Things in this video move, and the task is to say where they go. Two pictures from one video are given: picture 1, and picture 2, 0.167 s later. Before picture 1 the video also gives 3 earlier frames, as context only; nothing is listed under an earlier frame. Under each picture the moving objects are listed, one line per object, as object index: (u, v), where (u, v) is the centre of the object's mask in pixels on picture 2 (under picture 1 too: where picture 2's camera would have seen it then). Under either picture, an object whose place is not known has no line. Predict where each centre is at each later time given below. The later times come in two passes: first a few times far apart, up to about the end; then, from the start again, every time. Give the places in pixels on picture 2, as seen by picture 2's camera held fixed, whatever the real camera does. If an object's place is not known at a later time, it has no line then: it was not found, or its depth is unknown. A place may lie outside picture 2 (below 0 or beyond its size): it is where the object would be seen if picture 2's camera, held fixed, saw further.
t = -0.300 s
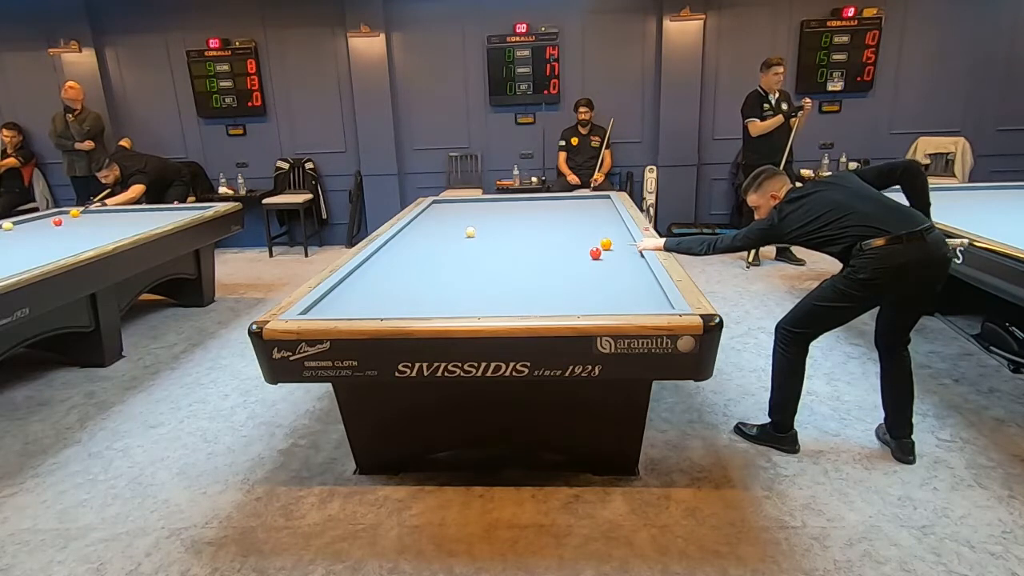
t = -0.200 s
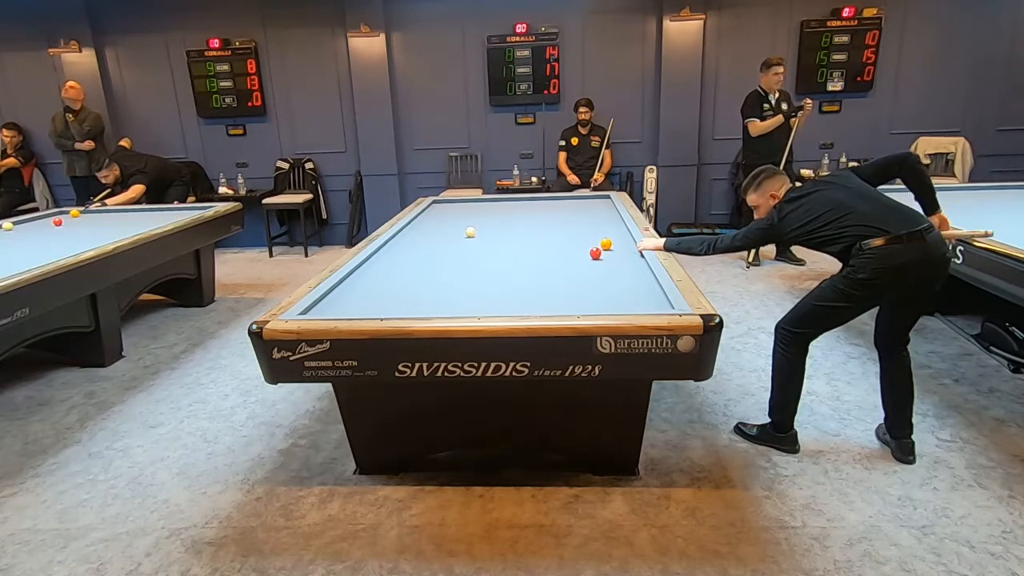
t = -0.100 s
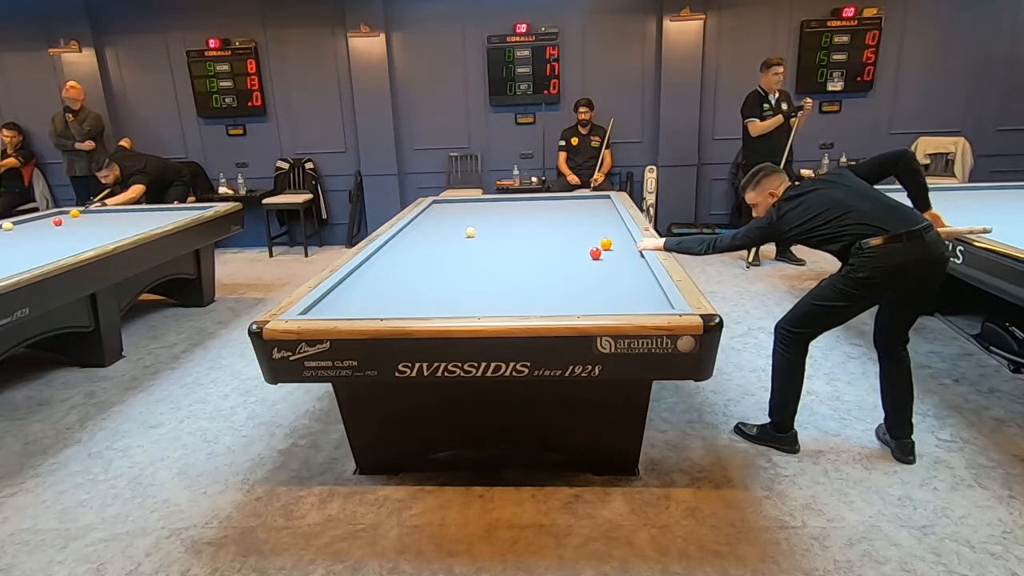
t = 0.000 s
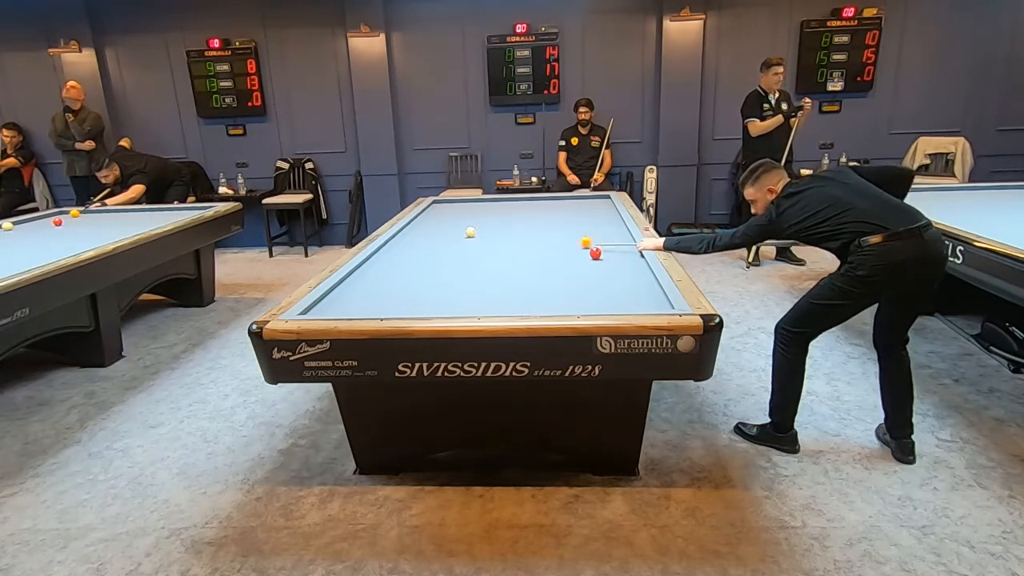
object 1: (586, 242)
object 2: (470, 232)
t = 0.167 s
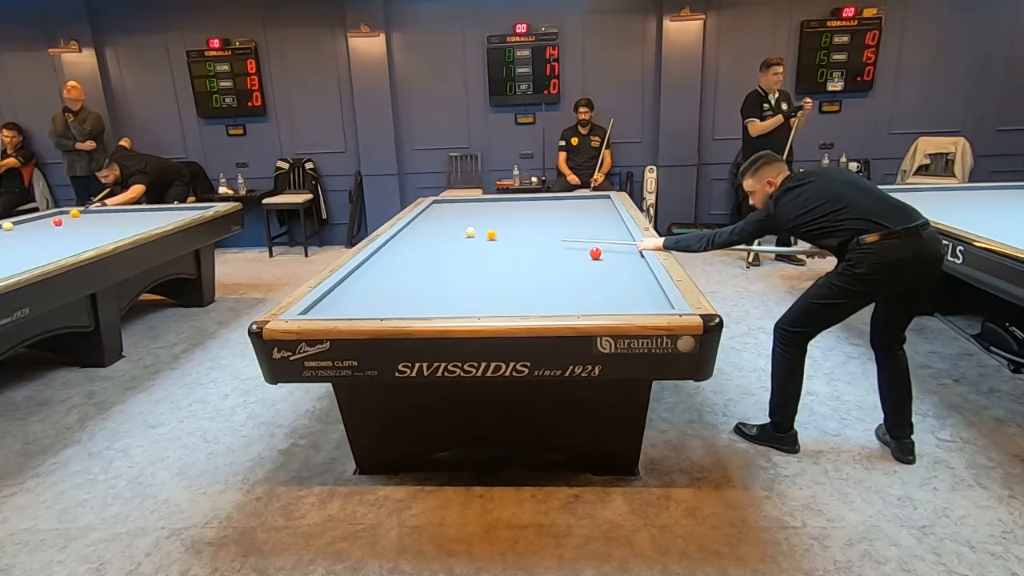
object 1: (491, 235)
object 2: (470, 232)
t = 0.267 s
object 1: (463, 236)
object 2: (451, 227)
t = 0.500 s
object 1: (417, 242)
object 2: (432, 215)
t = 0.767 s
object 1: (392, 250)
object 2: (481, 206)
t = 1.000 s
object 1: (408, 259)
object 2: (514, 200)
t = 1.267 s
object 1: (424, 269)
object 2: (549, 200)
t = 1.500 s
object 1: (440, 280)
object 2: (582, 201)
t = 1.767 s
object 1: (461, 294)
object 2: (603, 205)
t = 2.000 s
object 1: (482, 306)
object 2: (584, 210)
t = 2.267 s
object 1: (523, 304)
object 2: (562, 216)
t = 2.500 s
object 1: (561, 297)
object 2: (542, 221)
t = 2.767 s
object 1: (601, 289)
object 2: (519, 227)
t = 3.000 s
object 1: (633, 282)
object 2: (496, 233)
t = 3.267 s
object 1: (636, 275)
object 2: (468, 240)
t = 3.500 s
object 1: (617, 269)
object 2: (443, 247)
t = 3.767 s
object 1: (598, 262)
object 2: (411, 255)
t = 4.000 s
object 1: (582, 257)
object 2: (382, 263)
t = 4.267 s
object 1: (566, 252)
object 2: (362, 271)
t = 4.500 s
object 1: (554, 248)
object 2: (367, 277)
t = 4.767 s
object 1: (540, 243)
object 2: (372, 284)
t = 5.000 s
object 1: (530, 240)
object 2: (377, 290)
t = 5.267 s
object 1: (518, 237)
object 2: (383, 298)
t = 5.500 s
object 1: (509, 234)
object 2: (389, 305)
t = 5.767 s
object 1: (500, 231)
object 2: (395, 310)
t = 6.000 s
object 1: (492, 228)
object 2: (406, 308)
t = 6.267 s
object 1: (484, 226)
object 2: (417, 305)
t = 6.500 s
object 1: (477, 224)
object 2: (426, 301)
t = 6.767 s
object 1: (470, 221)
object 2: (434, 297)
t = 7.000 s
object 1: (464, 219)
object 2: (442, 294)
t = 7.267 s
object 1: (458, 217)
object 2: (449, 291)
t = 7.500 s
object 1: (453, 216)
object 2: (455, 289)
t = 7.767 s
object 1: (447, 214)
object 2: (461, 286)
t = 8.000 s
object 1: (443, 213)
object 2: (466, 284)
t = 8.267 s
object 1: (438, 211)
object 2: (471, 282)
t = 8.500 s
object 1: (435, 210)
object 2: (475, 280)
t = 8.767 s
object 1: (431, 209)
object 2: (479, 278)
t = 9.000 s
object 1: (428, 208)
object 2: (482, 277)
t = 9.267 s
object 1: (431, 207)
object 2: (485, 276)
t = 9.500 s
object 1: (434, 206)
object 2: (488, 275)
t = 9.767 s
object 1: (437, 205)
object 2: (490, 274)
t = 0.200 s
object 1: (476, 234)
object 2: (469, 231)
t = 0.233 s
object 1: (469, 234)
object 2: (460, 229)
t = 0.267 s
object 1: (463, 236)
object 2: (451, 227)
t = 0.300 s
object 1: (456, 237)
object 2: (443, 225)
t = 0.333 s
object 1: (450, 238)
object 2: (435, 224)
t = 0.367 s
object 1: (443, 239)
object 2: (428, 222)
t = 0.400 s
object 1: (437, 240)
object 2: (421, 220)
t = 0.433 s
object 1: (430, 240)
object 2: (415, 219)
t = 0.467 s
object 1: (424, 241)
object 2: (424, 217)
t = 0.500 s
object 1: (417, 242)
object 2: (432, 215)
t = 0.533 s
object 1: (411, 243)
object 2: (439, 214)
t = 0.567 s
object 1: (404, 245)
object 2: (446, 213)
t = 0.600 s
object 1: (398, 245)
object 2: (454, 211)
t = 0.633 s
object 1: (390, 246)
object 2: (460, 210)
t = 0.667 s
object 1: (384, 247)
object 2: (466, 209)
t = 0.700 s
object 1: (385, 248)
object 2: (471, 208)
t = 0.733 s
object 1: (389, 249)
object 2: (477, 207)
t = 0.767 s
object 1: (392, 250)
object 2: (481, 206)
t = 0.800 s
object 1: (395, 252)
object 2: (486, 205)
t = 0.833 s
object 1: (398, 253)
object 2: (491, 204)
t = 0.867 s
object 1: (400, 254)
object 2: (496, 203)
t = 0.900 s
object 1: (402, 255)
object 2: (500, 202)
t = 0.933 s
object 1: (404, 256)
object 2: (505, 202)
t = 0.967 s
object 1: (406, 258)
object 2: (509, 201)
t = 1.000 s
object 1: (408, 259)
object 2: (514, 200)
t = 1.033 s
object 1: (410, 260)
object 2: (518, 200)
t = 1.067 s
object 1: (412, 261)
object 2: (523, 198)
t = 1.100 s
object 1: (414, 263)
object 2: (527, 198)
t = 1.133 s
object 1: (416, 264)
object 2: (532, 198)
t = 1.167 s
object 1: (418, 265)
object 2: (536, 199)
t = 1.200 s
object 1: (420, 267)
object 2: (541, 199)
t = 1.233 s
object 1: (422, 268)
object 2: (545, 199)
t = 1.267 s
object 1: (424, 269)
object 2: (549, 200)
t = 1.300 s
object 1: (426, 271)
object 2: (554, 200)
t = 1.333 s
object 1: (428, 273)
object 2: (559, 200)
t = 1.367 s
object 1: (430, 274)
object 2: (563, 200)
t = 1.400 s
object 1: (433, 276)
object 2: (568, 201)
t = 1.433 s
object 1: (435, 277)
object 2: (572, 201)
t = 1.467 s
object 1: (438, 278)
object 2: (577, 201)
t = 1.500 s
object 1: (440, 280)
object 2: (582, 201)
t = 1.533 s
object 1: (442, 282)
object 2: (587, 202)
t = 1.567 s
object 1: (445, 283)
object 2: (592, 203)
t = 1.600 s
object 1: (447, 285)
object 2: (597, 203)
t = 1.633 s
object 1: (450, 287)
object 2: (601, 203)
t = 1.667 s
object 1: (453, 289)
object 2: (607, 204)
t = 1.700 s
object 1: (456, 290)
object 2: (610, 204)
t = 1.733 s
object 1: (458, 292)
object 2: (607, 205)
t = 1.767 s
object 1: (461, 294)
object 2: (603, 205)
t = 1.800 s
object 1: (464, 296)
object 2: (600, 206)
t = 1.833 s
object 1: (467, 298)
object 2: (597, 207)
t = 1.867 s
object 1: (470, 300)
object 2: (594, 207)
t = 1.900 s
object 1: (472, 302)
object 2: (592, 208)
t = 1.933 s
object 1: (476, 304)
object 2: (589, 209)
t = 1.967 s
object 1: (479, 305)
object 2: (586, 210)
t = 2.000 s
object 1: (482, 306)
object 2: (584, 210)
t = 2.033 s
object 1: (485, 307)
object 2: (581, 211)
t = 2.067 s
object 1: (488, 308)
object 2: (579, 211)
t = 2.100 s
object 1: (494, 308)
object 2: (576, 212)
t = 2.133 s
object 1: (500, 307)
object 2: (573, 213)
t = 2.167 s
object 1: (506, 306)
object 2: (570, 213)
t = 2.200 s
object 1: (512, 306)
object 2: (568, 214)
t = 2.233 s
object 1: (518, 305)
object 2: (565, 215)
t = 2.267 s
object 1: (523, 304)
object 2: (562, 216)
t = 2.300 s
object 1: (529, 303)
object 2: (560, 216)
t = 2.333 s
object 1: (534, 302)
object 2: (557, 217)
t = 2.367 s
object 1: (540, 302)
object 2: (554, 218)
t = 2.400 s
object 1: (545, 300)
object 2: (551, 218)
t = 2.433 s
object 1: (551, 299)
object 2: (548, 219)
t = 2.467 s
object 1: (556, 298)
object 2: (545, 220)
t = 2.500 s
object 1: (561, 297)
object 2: (542, 221)
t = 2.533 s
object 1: (566, 296)
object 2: (540, 221)
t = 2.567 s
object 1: (571, 295)
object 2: (537, 222)
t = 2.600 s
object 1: (576, 294)
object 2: (534, 223)
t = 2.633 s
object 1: (582, 293)
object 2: (530, 224)
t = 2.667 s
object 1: (587, 292)
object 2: (527, 224)
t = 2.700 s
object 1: (591, 291)
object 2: (525, 225)
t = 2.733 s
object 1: (596, 290)
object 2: (522, 226)
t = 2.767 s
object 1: (601, 289)
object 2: (519, 227)
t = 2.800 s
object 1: (606, 288)
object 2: (516, 228)
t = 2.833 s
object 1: (610, 287)
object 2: (512, 228)
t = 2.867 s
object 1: (615, 287)
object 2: (509, 229)
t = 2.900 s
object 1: (620, 285)
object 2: (506, 230)
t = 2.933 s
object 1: (624, 284)
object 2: (503, 231)
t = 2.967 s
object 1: (628, 283)
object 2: (500, 232)
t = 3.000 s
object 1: (633, 282)
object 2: (496, 233)
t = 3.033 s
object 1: (637, 282)
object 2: (493, 234)
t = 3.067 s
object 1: (642, 281)
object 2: (490, 234)
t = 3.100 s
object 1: (646, 280)
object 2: (486, 236)
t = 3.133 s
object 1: (650, 279)
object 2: (482, 236)
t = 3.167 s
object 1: (646, 278)
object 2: (479, 237)
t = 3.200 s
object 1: (642, 277)
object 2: (476, 238)
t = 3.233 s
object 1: (639, 276)
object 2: (472, 239)
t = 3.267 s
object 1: (636, 275)
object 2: (468, 240)
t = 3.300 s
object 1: (633, 274)
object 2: (465, 241)
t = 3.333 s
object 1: (630, 273)
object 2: (461, 242)
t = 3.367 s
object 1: (628, 272)
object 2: (458, 243)
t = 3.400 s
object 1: (625, 272)
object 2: (454, 244)
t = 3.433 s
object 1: (622, 271)
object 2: (450, 245)
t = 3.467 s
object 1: (620, 269)
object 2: (447, 246)
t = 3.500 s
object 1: (617, 269)
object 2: (443, 247)
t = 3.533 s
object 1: (615, 268)
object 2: (439, 248)
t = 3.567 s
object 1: (612, 267)
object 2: (435, 249)
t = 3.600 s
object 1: (610, 267)
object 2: (431, 250)
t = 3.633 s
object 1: (607, 266)
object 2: (427, 251)
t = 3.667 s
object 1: (605, 265)
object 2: (424, 252)
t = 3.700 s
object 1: (602, 264)
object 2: (419, 253)
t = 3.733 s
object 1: (600, 263)
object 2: (415, 254)
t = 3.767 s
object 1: (598, 262)
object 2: (411, 255)
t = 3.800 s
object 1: (596, 261)
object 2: (407, 256)
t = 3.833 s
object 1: (593, 261)
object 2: (403, 257)
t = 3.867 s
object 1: (591, 260)
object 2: (399, 258)
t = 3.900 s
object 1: (589, 260)
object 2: (395, 259)
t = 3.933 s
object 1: (587, 259)
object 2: (390, 261)
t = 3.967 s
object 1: (585, 258)
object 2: (386, 262)
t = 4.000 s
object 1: (582, 257)
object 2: (382, 263)
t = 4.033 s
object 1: (580, 256)
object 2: (378, 264)
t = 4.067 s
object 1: (578, 256)
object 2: (373, 265)
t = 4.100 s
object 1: (576, 255)
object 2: (369, 266)
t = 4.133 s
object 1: (574, 255)
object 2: (364, 267)
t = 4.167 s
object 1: (572, 254)
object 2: (360, 269)
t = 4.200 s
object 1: (570, 253)
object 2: (360, 269)
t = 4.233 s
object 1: (568, 253)
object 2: (361, 270)
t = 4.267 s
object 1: (566, 252)
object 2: (362, 271)
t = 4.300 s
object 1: (564, 252)
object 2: (363, 271)
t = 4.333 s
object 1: (563, 251)
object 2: (363, 272)
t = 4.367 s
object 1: (561, 250)
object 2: (364, 273)
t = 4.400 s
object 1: (559, 250)
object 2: (365, 274)
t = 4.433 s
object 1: (557, 249)
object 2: (365, 275)
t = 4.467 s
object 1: (555, 249)
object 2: (366, 276)
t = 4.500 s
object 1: (554, 248)
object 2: (367, 277)
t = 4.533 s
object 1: (552, 247)
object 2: (367, 278)
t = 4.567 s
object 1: (550, 247)
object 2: (368, 278)
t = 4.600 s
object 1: (549, 246)
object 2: (369, 279)
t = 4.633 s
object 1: (547, 246)
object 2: (370, 280)
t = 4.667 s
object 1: (545, 245)
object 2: (370, 281)
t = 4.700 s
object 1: (544, 245)
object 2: (371, 282)
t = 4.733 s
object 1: (542, 244)
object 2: (372, 283)
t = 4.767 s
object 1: (540, 243)
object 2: (372, 284)
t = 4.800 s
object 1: (539, 243)
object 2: (373, 285)
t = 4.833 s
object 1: (537, 242)
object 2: (373, 285)
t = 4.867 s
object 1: (536, 242)
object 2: (374, 286)
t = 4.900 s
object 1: (534, 241)
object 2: (375, 288)
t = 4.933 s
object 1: (532, 241)
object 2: (375, 288)
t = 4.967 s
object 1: (531, 241)
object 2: (376, 290)
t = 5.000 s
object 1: (530, 240)
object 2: (377, 290)
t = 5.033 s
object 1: (528, 240)
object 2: (378, 291)
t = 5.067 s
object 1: (527, 239)
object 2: (378, 292)
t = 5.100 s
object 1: (525, 239)
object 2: (379, 293)
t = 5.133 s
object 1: (524, 238)
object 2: (380, 294)
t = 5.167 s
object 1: (523, 238)
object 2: (381, 295)
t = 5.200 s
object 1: (521, 238)
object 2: (381, 296)
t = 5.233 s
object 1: (520, 237)
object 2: (382, 297)
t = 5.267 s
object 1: (518, 237)
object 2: (383, 298)
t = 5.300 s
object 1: (517, 236)
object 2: (384, 300)
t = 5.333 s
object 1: (516, 236)
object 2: (384, 301)
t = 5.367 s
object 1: (515, 236)
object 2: (385, 302)
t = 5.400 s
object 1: (513, 235)
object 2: (386, 303)
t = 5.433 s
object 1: (512, 235)
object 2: (387, 304)
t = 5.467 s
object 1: (511, 235)
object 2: (388, 305)
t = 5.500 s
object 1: (509, 234)
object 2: (389, 305)
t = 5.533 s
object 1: (508, 234)
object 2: (390, 306)
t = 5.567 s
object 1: (507, 233)
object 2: (390, 306)
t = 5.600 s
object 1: (506, 233)
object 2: (391, 307)
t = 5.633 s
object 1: (505, 232)
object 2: (392, 308)
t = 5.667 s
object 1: (503, 232)
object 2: (393, 308)
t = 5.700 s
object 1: (502, 232)
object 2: (393, 309)
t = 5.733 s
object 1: (501, 231)
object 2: (394, 309)
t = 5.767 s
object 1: (500, 231)
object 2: (395, 310)
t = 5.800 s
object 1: (499, 231)
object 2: (397, 309)
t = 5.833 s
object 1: (497, 230)
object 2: (398, 309)
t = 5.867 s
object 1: (496, 230)
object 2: (400, 309)
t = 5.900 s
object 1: (495, 229)
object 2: (402, 309)
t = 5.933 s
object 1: (494, 229)
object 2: (403, 308)
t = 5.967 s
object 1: (493, 229)
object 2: (404, 308)
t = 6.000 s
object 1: (492, 228)
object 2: (406, 308)
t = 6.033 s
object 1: (491, 228)
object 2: (407, 307)
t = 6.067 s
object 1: (490, 227)
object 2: (409, 307)
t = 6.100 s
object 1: (489, 227)
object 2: (410, 306)
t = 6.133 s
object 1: (488, 227)
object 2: (412, 306)
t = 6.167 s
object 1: (487, 227)
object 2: (413, 306)
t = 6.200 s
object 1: (486, 226)
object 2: (415, 305)
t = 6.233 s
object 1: (485, 226)
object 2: (416, 305)
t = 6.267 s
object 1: (484, 226)
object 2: (417, 305)
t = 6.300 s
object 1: (483, 226)
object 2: (418, 304)
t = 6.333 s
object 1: (482, 225)
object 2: (420, 304)
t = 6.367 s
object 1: (481, 225)
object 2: (421, 303)
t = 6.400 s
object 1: (480, 224)
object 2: (422, 303)
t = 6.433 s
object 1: (479, 224)
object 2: (423, 302)
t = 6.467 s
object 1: (478, 224)
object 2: (424, 302)
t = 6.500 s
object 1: (477, 224)
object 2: (426, 301)
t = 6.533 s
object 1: (476, 223)
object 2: (427, 301)
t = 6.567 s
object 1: (475, 223)
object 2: (428, 300)
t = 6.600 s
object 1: (474, 223)
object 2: (429, 300)
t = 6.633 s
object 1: (473, 222)
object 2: (430, 299)
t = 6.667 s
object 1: (472, 222)
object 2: (431, 299)
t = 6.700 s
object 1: (472, 222)
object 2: (432, 299)
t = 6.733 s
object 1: (471, 222)
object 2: (433, 298)
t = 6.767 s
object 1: (470, 221)
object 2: (434, 297)
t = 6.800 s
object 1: (469, 221)
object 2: (436, 297)
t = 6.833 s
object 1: (468, 220)
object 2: (437, 297)
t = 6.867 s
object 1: (467, 220)
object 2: (438, 296)
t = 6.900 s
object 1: (466, 220)
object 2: (438, 296)
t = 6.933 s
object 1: (466, 220)
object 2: (440, 295)
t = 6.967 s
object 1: (465, 219)
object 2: (441, 295)
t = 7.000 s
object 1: (464, 219)
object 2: (442, 294)
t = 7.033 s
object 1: (463, 219)
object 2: (443, 294)
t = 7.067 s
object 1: (463, 219)
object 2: (443, 294)
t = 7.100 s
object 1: (462, 219)
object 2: (444, 293)
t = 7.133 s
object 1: (461, 218)
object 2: (445, 293)
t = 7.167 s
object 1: (460, 218)
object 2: (446, 293)
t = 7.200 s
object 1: (460, 218)
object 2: (447, 292)
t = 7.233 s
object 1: (459, 218)
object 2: (448, 292)
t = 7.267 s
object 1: (458, 217)
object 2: (449, 291)
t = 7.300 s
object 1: (457, 217)
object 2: (450, 291)
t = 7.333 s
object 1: (456, 217)
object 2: (451, 290)
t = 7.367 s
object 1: (456, 217)
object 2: (452, 290)
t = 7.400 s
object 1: (455, 216)
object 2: (452, 290)
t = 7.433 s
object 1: (454, 216)
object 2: (453, 290)
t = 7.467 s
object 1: (453, 216)
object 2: (454, 289)
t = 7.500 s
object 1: (453, 216)
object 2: (455, 289)
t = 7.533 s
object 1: (452, 215)
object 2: (456, 289)
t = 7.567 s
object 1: (451, 215)
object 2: (456, 288)
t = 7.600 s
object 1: (451, 215)
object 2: (457, 288)
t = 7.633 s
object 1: (449, 214)
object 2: (458, 288)
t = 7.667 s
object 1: (449, 214)
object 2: (459, 287)
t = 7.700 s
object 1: (449, 214)
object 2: (460, 287)
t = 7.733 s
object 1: (448, 214)
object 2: (460, 286)
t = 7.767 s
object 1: (447, 214)
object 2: (461, 286)
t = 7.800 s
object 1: (447, 214)
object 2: (462, 286)
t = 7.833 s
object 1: (446, 214)
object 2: (462, 285)
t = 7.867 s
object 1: (445, 213)
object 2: (463, 285)
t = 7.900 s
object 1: (445, 213)
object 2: (464, 285)
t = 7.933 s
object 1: (444, 213)
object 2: (464, 285)
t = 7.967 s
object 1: (443, 213)
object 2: (465, 284)
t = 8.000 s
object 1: (443, 213)
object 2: (466, 284)
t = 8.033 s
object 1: (442, 212)
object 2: (466, 284)
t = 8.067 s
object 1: (442, 212)
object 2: (467, 284)
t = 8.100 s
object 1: (441, 212)
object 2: (467, 283)
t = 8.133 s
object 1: (441, 212)
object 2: (468, 283)
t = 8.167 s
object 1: (440, 212)
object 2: (469, 283)
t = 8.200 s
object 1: (439, 212)
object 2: (470, 282)
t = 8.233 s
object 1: (439, 212)
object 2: (470, 282)
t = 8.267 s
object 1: (438, 211)
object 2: (471, 282)
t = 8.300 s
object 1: (438, 211)
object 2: (471, 281)
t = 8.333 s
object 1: (438, 211)
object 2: (472, 281)
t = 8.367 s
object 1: (437, 211)
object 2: (473, 281)
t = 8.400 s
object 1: (437, 211)
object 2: (473, 281)
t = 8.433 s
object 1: (436, 211)
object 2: (474, 281)
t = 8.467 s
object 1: (435, 210)
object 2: (474, 280)
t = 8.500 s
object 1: (435, 210)
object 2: (475, 280)
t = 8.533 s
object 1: (435, 210)
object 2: (475, 280)
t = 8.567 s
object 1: (434, 210)
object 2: (476, 280)
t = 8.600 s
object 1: (434, 210)
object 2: (476, 280)
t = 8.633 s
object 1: (433, 209)
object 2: (477, 280)
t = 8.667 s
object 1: (432, 209)
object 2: (478, 279)
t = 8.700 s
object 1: (432, 209)
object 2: (478, 279)
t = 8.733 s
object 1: (431, 209)
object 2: (478, 279)
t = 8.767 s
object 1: (431, 209)
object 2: (479, 278)
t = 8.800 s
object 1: (430, 209)
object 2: (479, 278)
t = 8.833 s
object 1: (429, 209)
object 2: (480, 278)
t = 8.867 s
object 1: (429, 209)
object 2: (480, 278)
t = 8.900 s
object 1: (429, 208)
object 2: (481, 278)
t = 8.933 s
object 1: (428, 208)
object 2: (481, 277)
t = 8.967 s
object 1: (428, 208)
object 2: (482, 277)
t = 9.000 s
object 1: (428, 208)
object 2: (482, 277)
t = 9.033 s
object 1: (428, 208)
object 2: (482, 277)
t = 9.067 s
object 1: (429, 208)
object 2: (483, 277)
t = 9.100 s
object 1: (429, 208)
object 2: (483, 277)
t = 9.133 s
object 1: (430, 207)
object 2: (483, 277)
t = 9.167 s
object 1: (430, 207)
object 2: (484, 276)
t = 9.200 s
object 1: (430, 207)
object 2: (484, 276)
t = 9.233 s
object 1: (430, 207)
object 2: (484, 276)
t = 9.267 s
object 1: (431, 207)
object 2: (485, 276)
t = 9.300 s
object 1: (432, 207)
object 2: (485, 276)
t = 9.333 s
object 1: (432, 206)
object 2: (486, 276)
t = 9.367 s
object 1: (432, 207)
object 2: (486, 276)
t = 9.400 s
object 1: (433, 206)
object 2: (486, 276)
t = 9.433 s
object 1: (433, 206)
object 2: (487, 275)
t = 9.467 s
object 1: (434, 206)
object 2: (487, 276)
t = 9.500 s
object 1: (434, 206)
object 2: (488, 275)
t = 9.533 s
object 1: (435, 206)
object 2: (488, 275)
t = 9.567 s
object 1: (435, 206)
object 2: (488, 275)
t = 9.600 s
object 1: (435, 206)
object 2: (488, 275)
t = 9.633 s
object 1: (435, 206)
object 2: (489, 275)
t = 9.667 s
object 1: (436, 205)
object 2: (489, 274)
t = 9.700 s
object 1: (436, 205)
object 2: (489, 274)
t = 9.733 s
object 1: (436, 205)
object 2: (489, 274)
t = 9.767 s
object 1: (437, 205)
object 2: (490, 274)
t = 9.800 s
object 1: (437, 205)
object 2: (490, 274)
